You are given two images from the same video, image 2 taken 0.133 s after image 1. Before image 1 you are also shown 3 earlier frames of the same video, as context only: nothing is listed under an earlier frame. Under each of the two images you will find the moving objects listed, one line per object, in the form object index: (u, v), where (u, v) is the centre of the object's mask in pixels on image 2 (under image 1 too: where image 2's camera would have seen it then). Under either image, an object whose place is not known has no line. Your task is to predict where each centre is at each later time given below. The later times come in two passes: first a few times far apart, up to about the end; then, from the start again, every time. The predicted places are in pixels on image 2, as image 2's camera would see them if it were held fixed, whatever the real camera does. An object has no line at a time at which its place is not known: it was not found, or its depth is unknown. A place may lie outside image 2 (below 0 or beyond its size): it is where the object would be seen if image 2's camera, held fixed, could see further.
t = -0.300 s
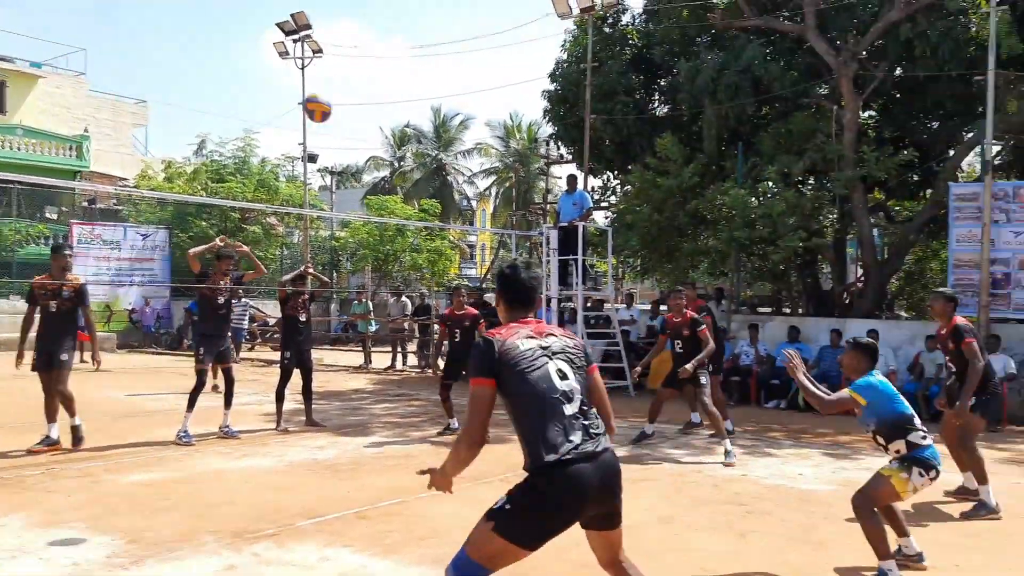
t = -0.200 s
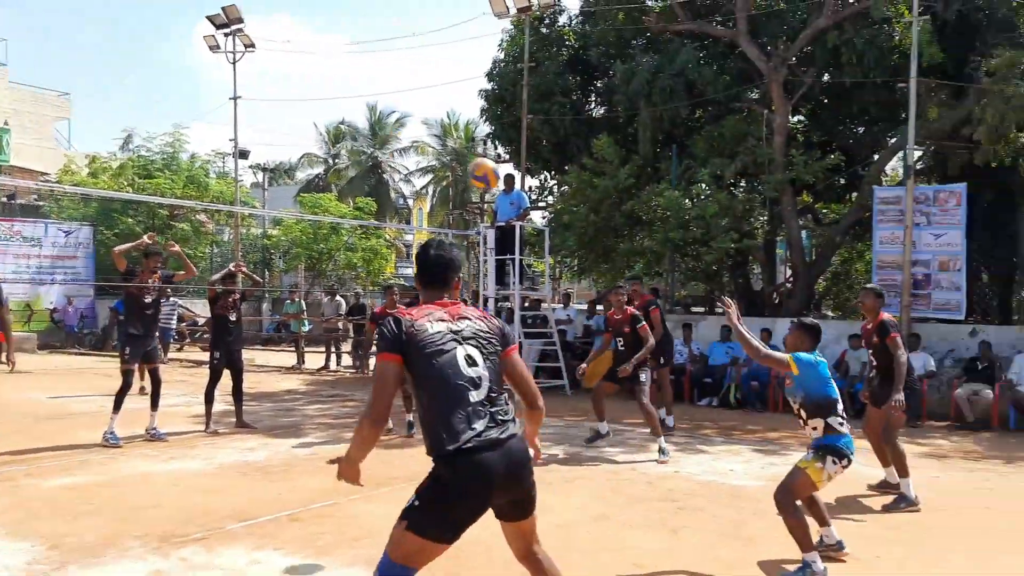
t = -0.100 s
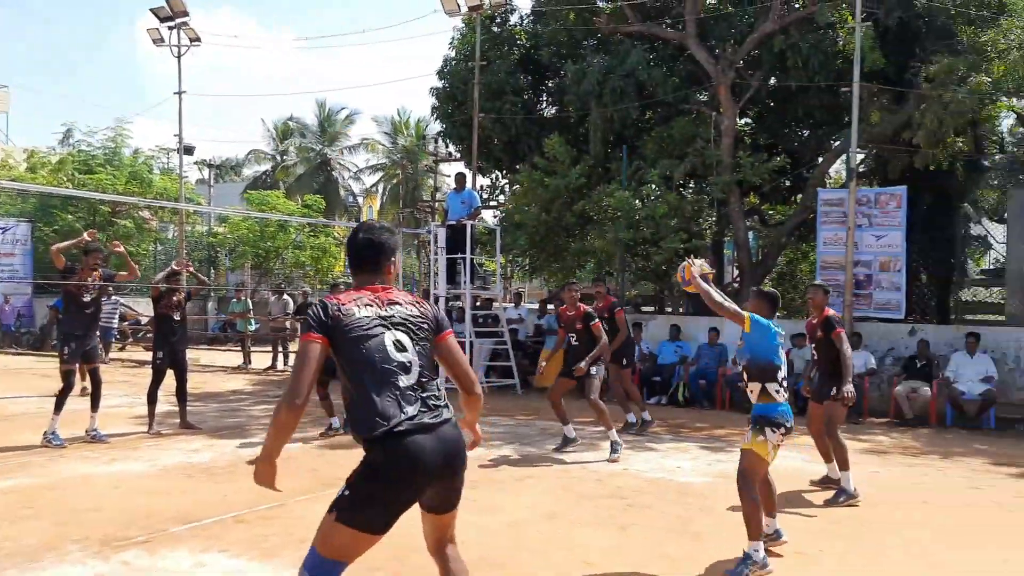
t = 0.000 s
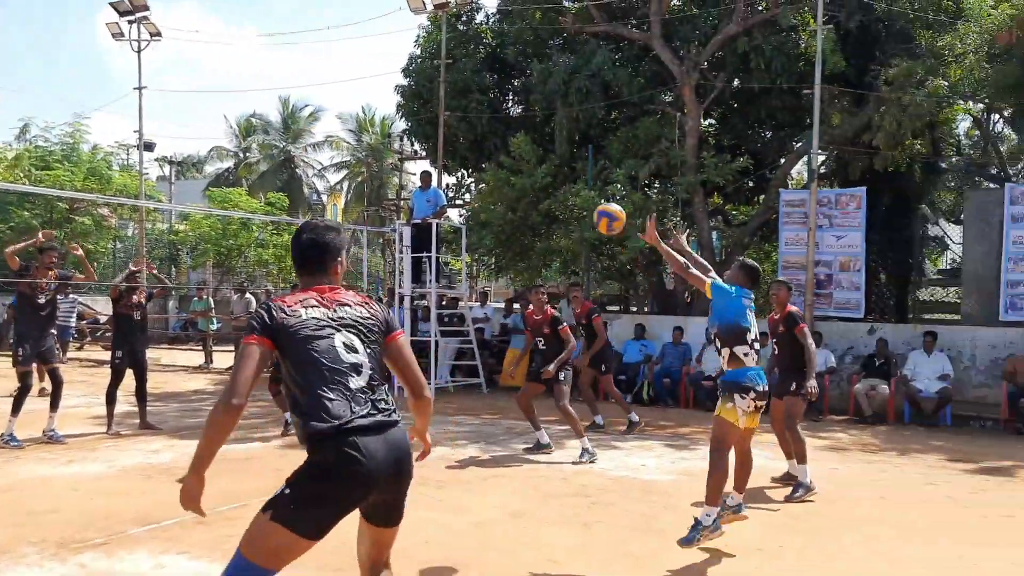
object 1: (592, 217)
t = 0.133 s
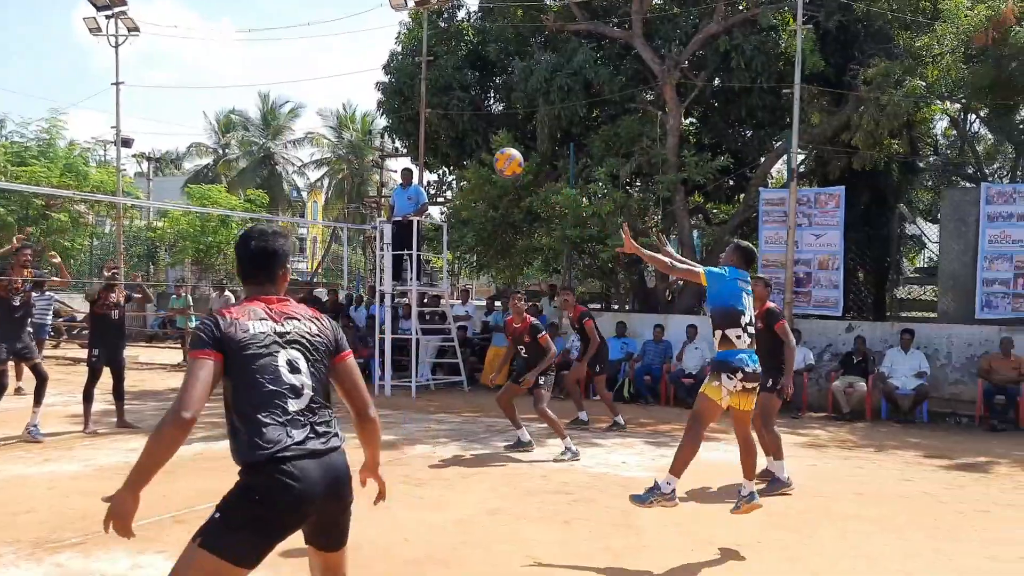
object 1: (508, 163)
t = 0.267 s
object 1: (437, 140)
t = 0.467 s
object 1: (344, 152)
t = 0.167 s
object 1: (490, 154)
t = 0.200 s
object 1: (471, 148)
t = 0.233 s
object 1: (453, 143)
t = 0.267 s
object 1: (437, 140)
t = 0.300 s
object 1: (420, 138)
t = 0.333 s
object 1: (404, 139)
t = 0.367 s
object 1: (388, 140)
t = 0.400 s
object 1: (374, 143)
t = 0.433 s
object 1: (358, 147)
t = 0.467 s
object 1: (344, 152)
